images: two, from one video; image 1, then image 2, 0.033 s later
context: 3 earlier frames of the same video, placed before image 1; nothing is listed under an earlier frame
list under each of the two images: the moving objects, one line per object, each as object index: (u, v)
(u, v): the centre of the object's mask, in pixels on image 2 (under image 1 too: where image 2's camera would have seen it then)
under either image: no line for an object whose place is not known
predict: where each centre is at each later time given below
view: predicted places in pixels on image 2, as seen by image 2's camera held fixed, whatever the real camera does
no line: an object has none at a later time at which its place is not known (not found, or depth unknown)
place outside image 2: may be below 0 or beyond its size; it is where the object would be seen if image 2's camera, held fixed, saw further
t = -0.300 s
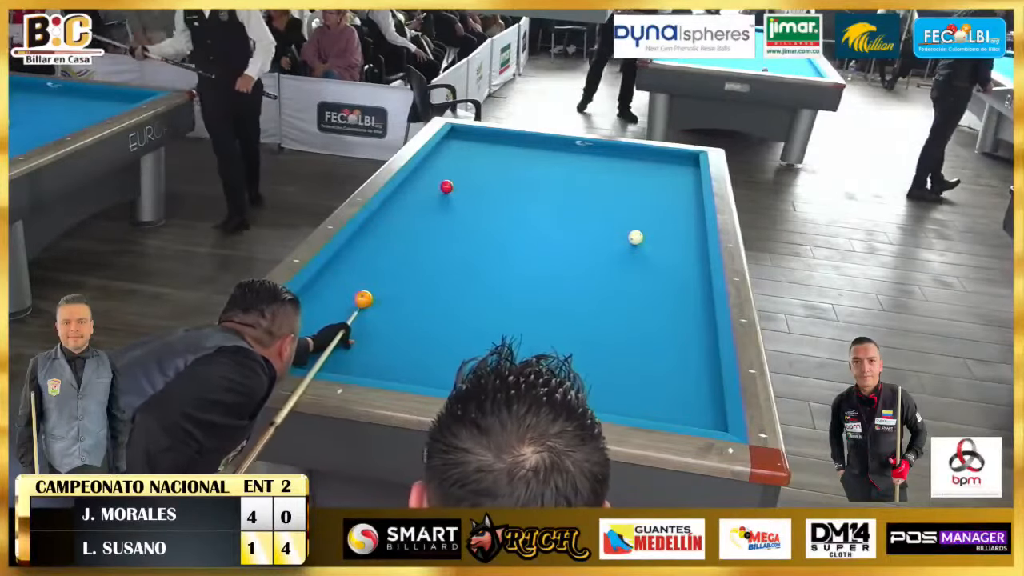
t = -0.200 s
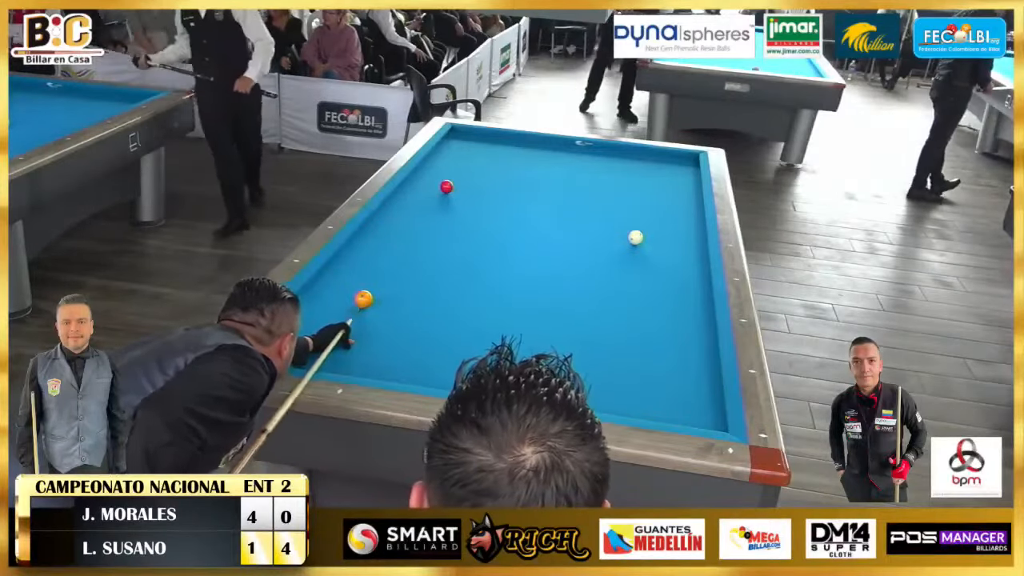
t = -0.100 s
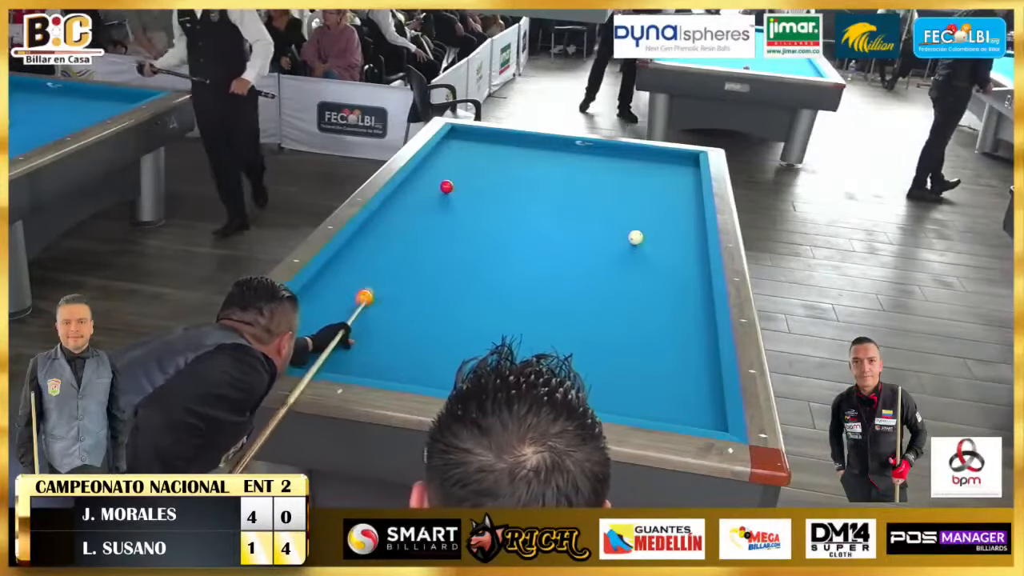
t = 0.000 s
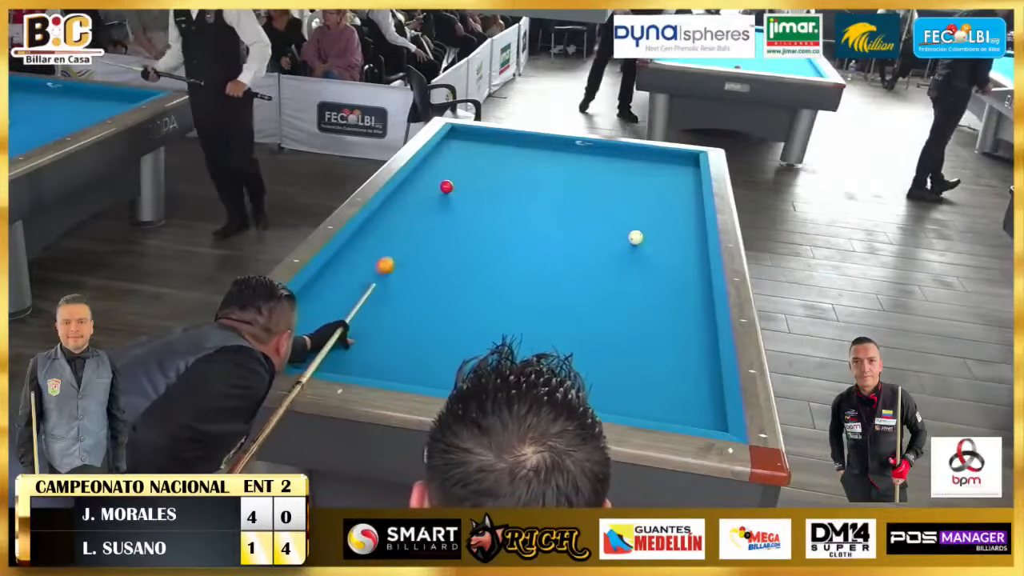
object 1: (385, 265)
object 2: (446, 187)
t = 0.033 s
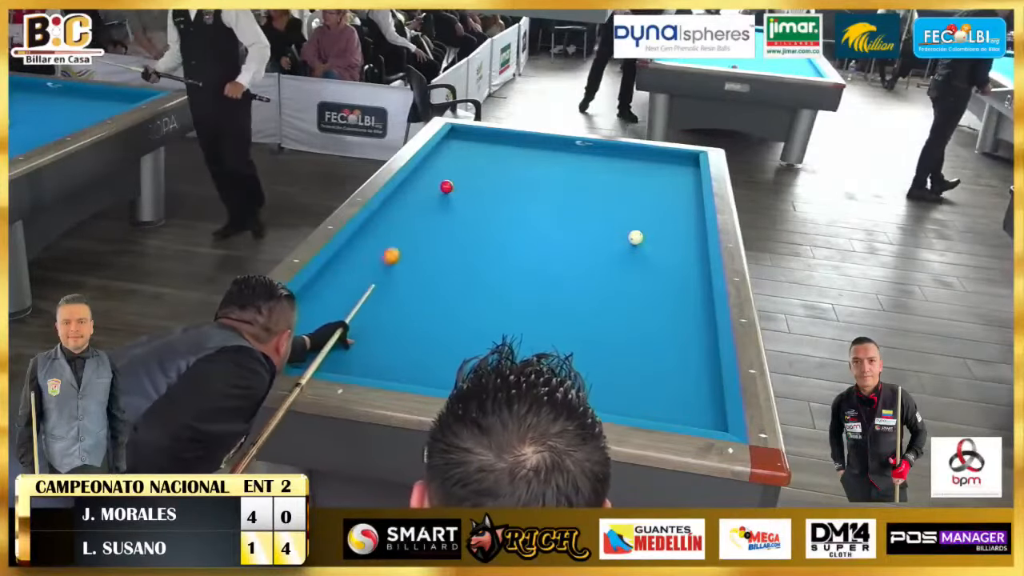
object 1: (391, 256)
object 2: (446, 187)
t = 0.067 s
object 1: (396, 248)
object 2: (446, 187)
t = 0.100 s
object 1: (401, 240)
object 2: (446, 187)
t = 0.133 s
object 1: (406, 232)
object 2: (446, 187)
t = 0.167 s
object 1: (411, 225)
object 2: (446, 187)
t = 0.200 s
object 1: (416, 219)
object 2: (446, 187)
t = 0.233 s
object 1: (419, 212)
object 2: (446, 187)
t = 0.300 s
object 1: (428, 201)
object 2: (446, 187)
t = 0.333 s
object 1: (431, 196)
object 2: (446, 187)
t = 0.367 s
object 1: (434, 191)
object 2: (447, 187)
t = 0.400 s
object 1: (432, 186)
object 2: (452, 186)
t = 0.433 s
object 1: (426, 183)
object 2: (461, 184)
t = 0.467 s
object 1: (421, 180)
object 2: (469, 182)
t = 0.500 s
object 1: (416, 176)
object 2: (477, 181)
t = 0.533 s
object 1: (415, 174)
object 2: (484, 179)
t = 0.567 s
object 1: (422, 172)
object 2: (491, 178)
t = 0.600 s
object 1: (429, 170)
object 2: (497, 176)
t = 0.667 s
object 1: (442, 166)
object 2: (509, 174)
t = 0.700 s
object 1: (447, 164)
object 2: (515, 173)
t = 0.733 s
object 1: (453, 161)
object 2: (520, 172)
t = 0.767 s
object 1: (458, 160)
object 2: (526, 171)
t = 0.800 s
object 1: (464, 158)
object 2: (531, 169)
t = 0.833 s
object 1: (469, 156)
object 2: (536, 168)
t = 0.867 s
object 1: (474, 153)
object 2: (542, 167)
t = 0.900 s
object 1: (479, 151)
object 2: (547, 166)
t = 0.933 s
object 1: (485, 150)
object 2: (552, 165)
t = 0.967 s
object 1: (490, 148)
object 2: (558, 164)
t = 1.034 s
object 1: (499, 145)
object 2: (568, 162)
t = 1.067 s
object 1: (504, 143)
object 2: (573, 161)
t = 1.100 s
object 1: (508, 141)
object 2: (578, 160)
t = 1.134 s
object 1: (512, 139)
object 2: (582, 159)
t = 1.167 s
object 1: (517, 138)
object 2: (587, 158)
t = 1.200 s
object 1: (521, 136)
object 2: (592, 157)
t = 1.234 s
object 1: (525, 137)
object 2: (596, 156)
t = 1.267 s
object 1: (529, 139)
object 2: (601, 155)
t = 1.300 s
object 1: (533, 141)
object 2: (606, 154)
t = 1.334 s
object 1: (536, 144)
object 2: (610, 153)
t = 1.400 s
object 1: (544, 148)
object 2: (618, 152)
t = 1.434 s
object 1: (548, 149)
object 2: (623, 150)
